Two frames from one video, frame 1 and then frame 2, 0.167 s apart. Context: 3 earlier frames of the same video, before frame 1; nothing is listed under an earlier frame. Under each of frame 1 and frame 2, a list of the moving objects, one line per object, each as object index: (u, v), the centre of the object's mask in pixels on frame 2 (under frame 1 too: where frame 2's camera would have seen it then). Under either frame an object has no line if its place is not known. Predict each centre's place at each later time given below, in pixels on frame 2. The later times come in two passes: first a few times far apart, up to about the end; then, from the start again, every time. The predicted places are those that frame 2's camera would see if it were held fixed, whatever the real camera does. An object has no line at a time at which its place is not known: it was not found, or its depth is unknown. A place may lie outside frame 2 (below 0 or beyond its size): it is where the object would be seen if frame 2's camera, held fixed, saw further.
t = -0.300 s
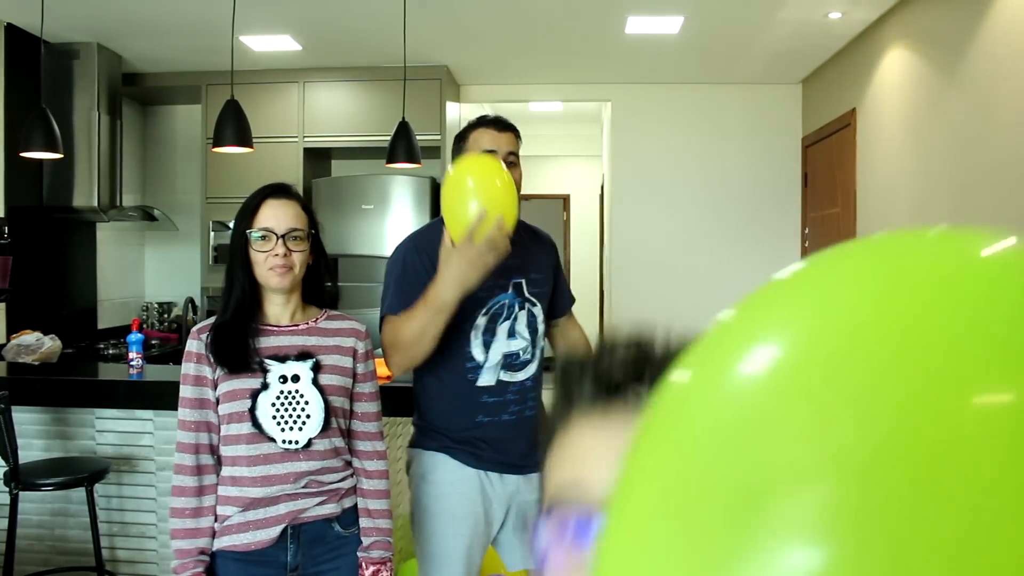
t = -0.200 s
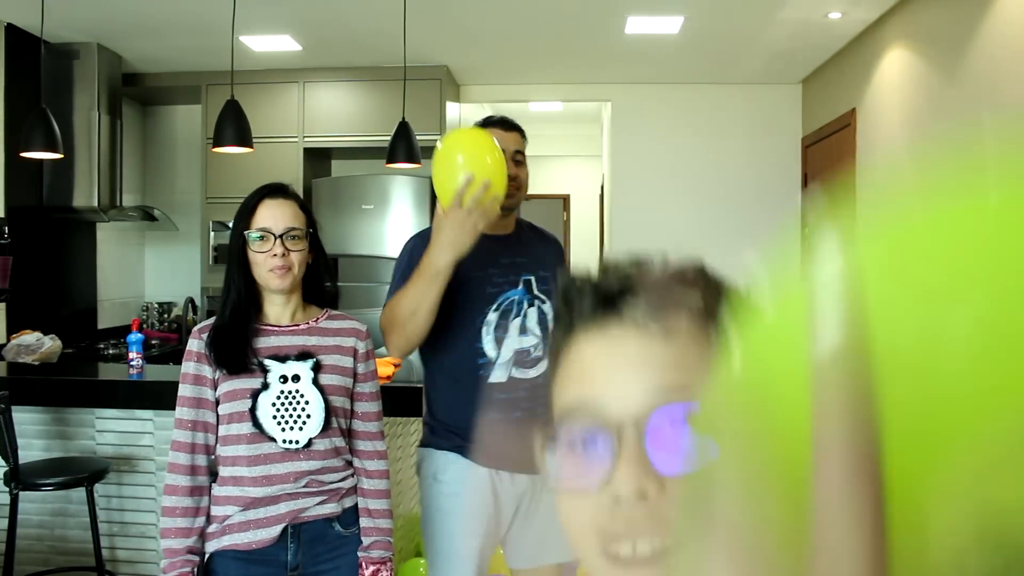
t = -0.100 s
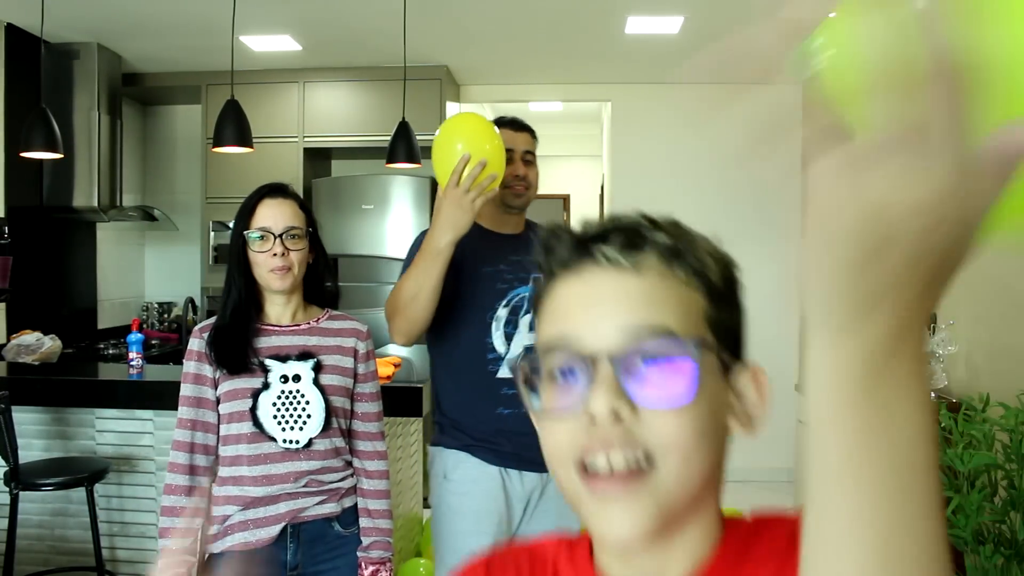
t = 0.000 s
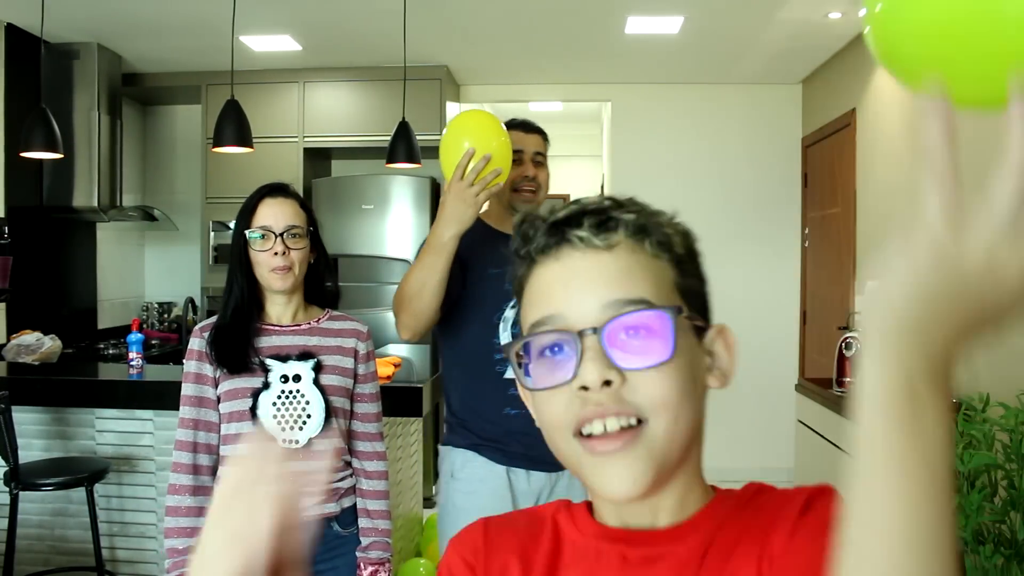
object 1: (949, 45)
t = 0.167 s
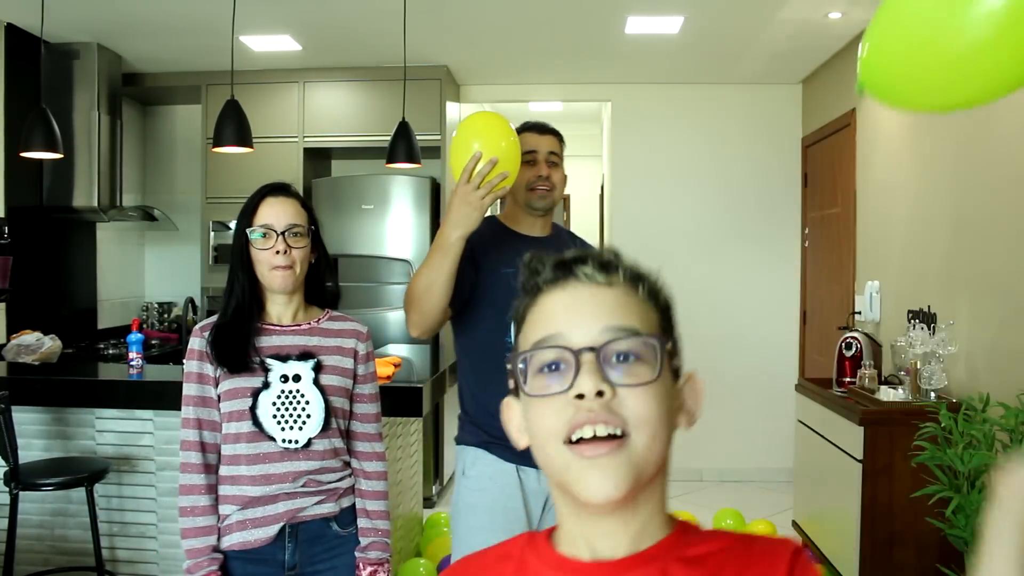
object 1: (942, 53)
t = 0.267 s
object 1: (945, 71)
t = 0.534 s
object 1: (951, 181)
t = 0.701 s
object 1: (938, 265)
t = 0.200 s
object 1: (942, 59)
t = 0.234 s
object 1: (943, 65)
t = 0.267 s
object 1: (945, 71)
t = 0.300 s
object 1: (948, 79)
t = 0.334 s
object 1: (951, 91)
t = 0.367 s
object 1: (951, 104)
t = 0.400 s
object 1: (953, 119)
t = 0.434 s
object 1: (952, 134)
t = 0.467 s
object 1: (953, 150)
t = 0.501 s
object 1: (952, 165)
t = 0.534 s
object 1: (951, 181)
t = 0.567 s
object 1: (949, 197)
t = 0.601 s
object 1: (946, 213)
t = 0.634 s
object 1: (943, 230)
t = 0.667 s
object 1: (940, 247)
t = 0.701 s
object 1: (938, 265)
